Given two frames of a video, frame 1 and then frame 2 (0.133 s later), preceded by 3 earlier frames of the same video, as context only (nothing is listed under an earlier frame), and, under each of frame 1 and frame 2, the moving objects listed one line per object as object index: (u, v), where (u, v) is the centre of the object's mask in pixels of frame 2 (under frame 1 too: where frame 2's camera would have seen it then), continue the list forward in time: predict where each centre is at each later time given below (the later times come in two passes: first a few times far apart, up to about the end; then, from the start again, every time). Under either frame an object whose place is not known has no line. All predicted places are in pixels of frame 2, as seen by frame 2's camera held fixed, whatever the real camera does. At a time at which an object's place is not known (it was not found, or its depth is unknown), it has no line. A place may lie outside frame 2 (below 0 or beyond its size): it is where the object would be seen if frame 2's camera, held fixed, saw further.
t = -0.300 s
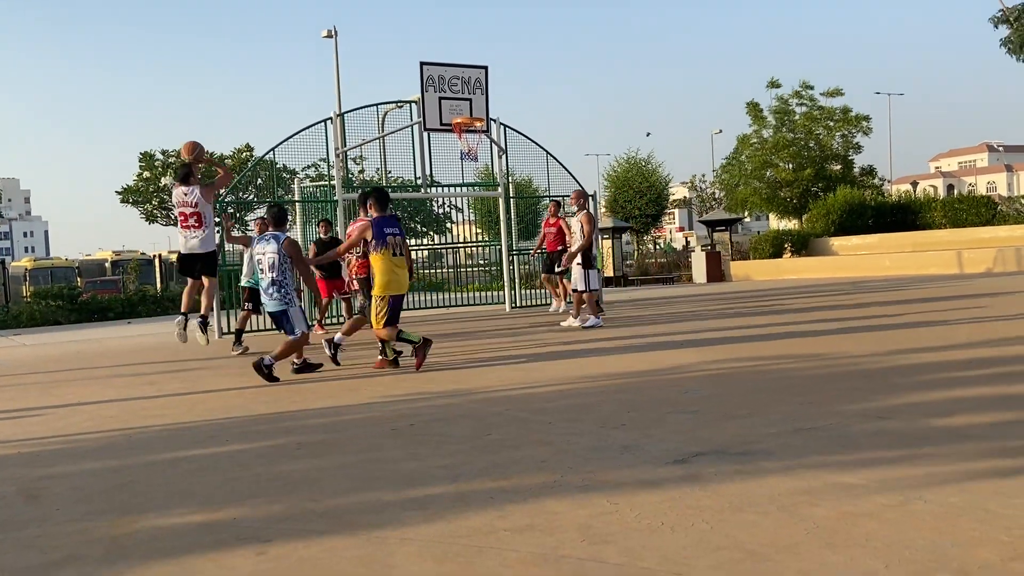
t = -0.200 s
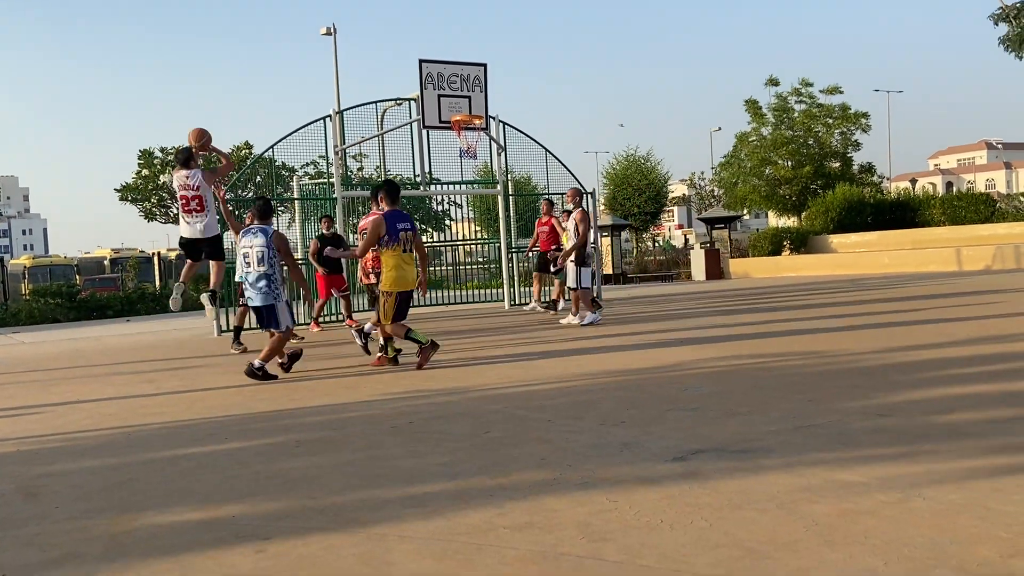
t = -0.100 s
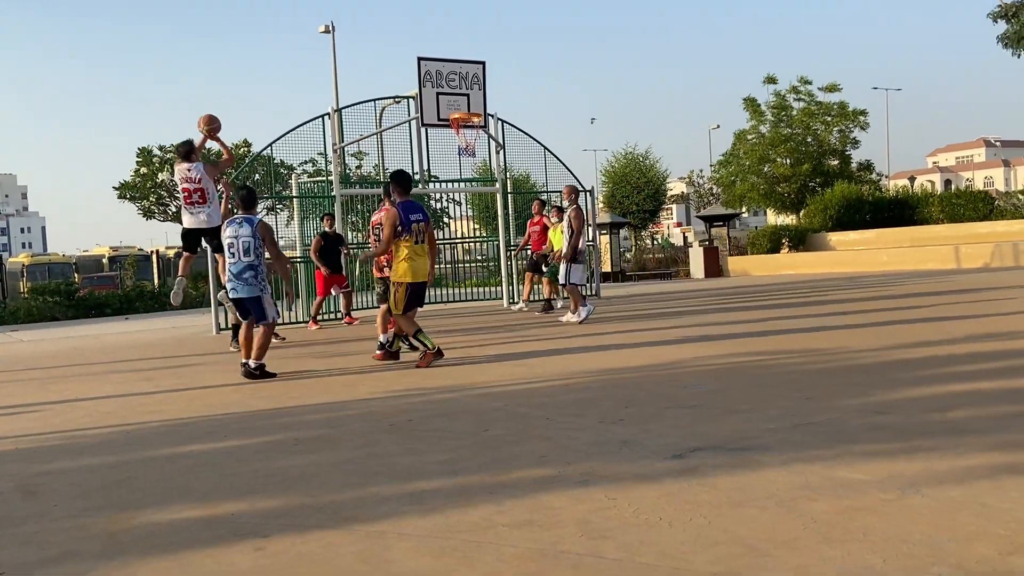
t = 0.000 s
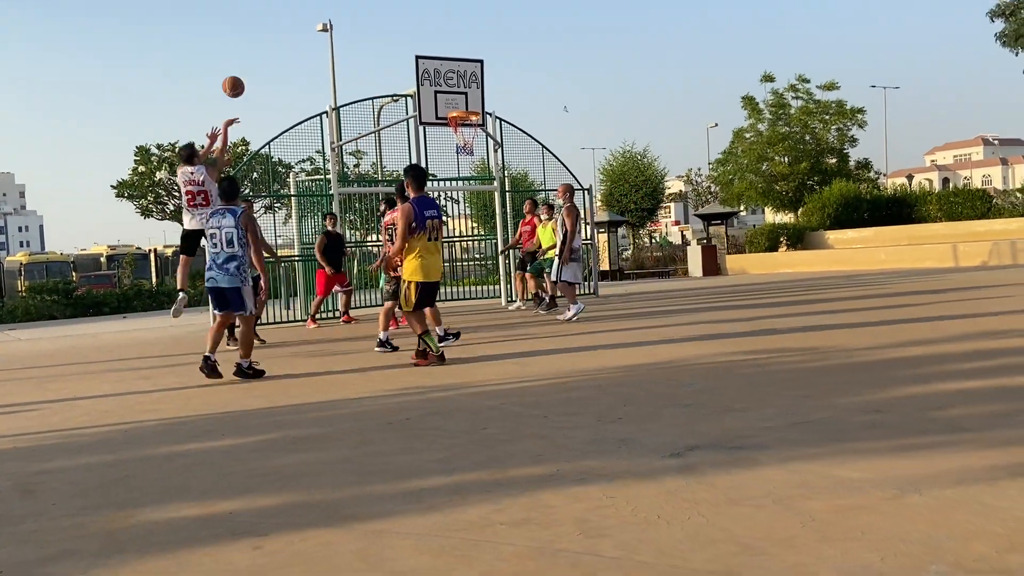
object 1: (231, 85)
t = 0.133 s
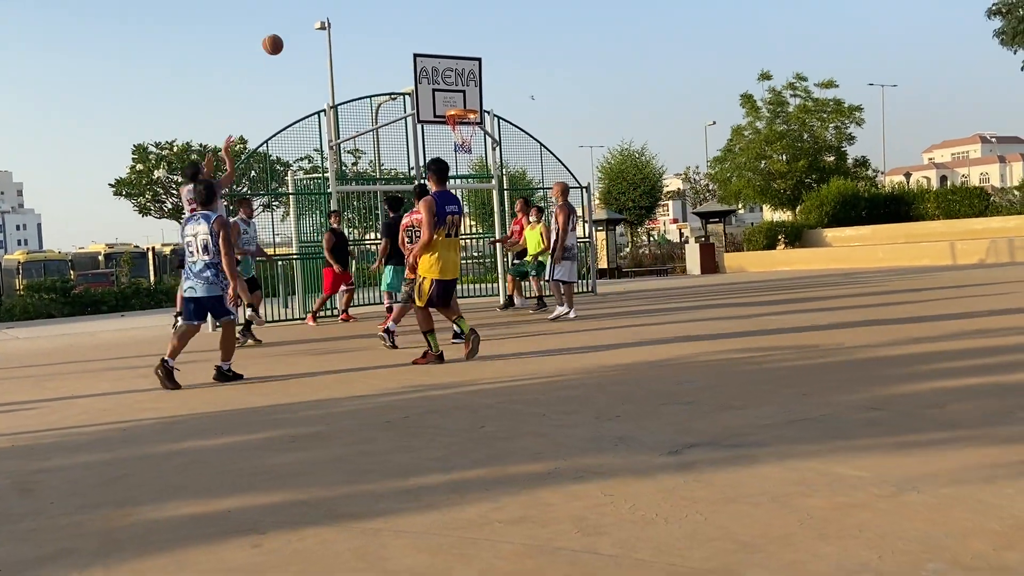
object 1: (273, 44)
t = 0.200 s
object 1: (293, 32)
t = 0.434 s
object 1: (356, 18)
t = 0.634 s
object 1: (405, 38)
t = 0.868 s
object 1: (457, 92)
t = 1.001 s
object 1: (463, 128)
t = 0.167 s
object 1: (283, 37)
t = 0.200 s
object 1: (293, 32)
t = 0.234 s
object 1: (302, 27)
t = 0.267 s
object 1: (311, 23)
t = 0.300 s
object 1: (321, 20)
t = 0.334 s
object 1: (330, 18)
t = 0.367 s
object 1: (339, 17)
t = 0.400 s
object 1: (348, 17)
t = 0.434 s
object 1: (356, 18)
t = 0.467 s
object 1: (364, 19)
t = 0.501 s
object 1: (373, 21)
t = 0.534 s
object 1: (381, 25)
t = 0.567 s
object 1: (389, 28)
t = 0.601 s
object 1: (397, 33)
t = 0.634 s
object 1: (405, 38)
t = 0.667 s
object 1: (413, 44)
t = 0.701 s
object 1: (420, 50)
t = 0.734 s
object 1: (428, 58)
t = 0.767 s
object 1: (435, 65)
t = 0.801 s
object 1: (442, 74)
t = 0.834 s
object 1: (449, 82)
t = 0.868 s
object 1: (457, 92)
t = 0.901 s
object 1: (463, 101)
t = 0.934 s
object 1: (472, 112)
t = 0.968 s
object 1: (466, 122)
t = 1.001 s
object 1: (463, 128)
